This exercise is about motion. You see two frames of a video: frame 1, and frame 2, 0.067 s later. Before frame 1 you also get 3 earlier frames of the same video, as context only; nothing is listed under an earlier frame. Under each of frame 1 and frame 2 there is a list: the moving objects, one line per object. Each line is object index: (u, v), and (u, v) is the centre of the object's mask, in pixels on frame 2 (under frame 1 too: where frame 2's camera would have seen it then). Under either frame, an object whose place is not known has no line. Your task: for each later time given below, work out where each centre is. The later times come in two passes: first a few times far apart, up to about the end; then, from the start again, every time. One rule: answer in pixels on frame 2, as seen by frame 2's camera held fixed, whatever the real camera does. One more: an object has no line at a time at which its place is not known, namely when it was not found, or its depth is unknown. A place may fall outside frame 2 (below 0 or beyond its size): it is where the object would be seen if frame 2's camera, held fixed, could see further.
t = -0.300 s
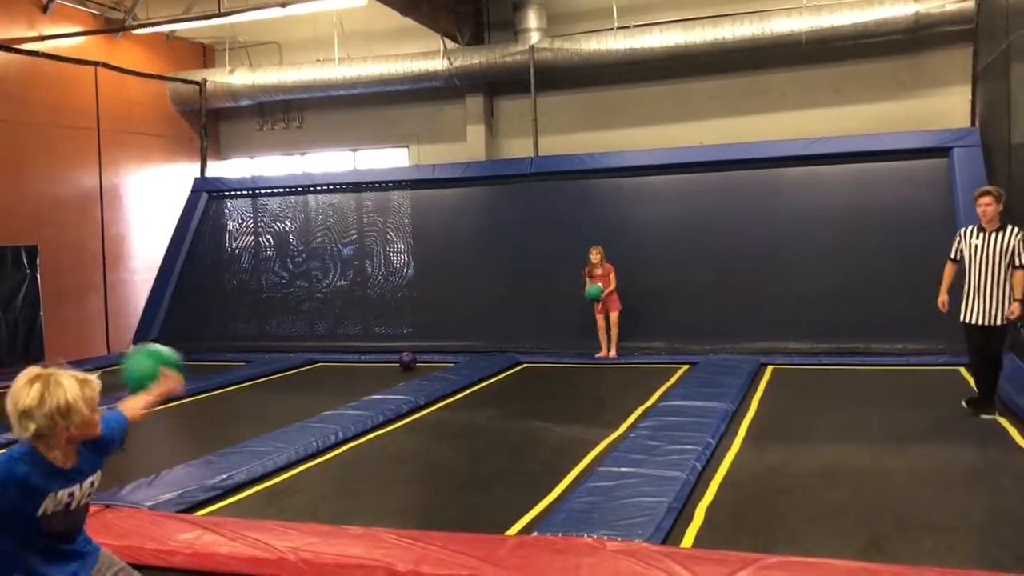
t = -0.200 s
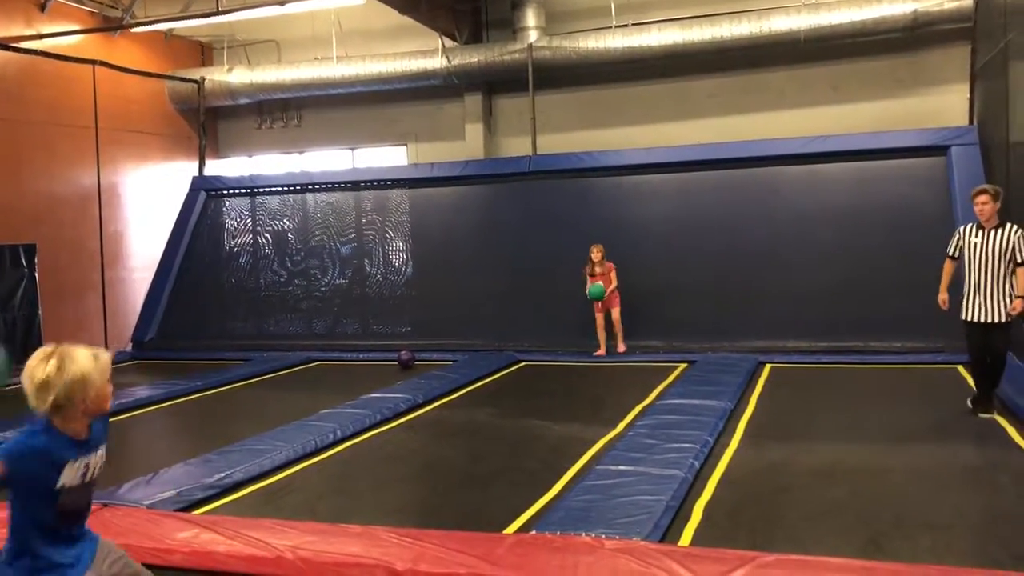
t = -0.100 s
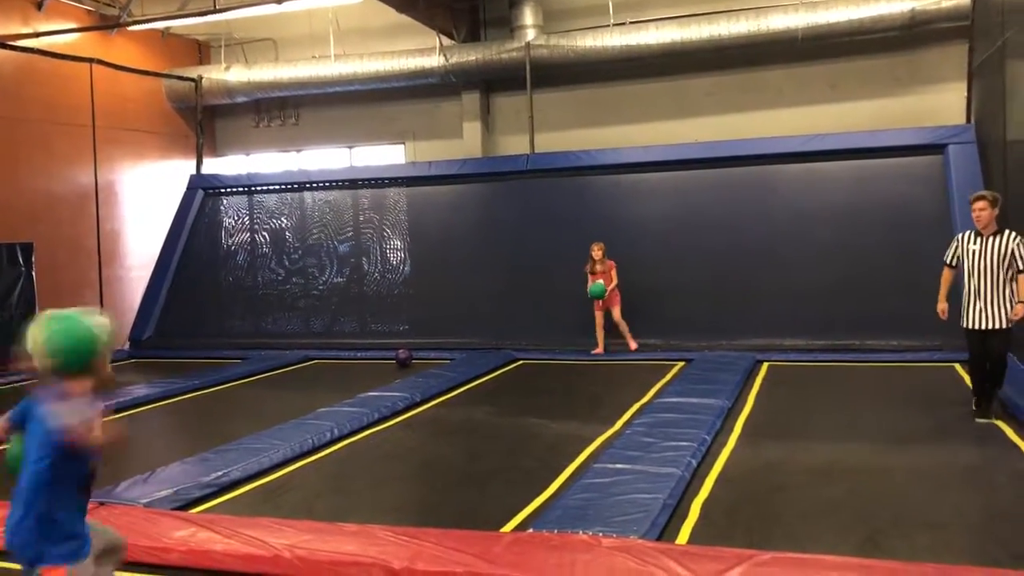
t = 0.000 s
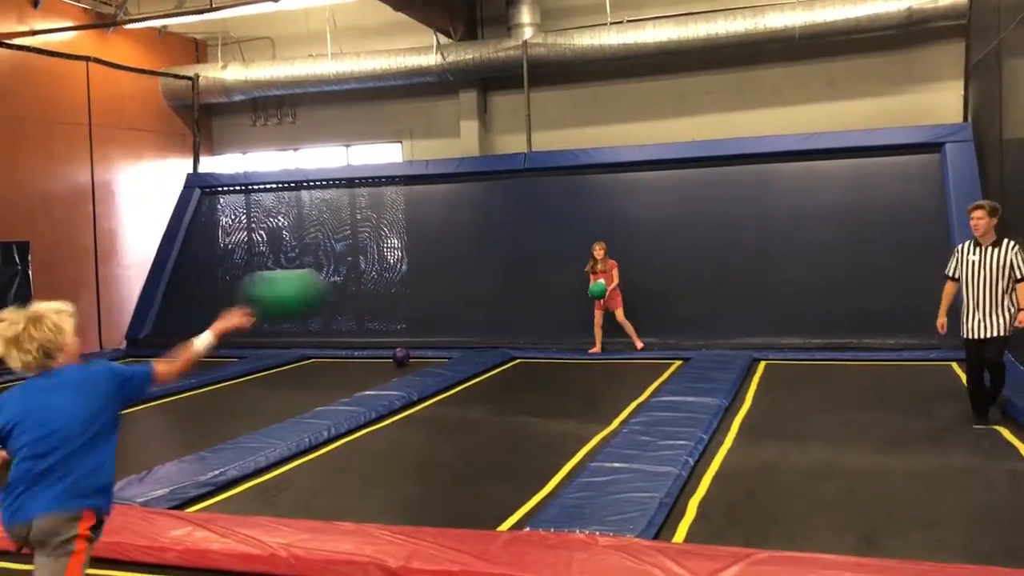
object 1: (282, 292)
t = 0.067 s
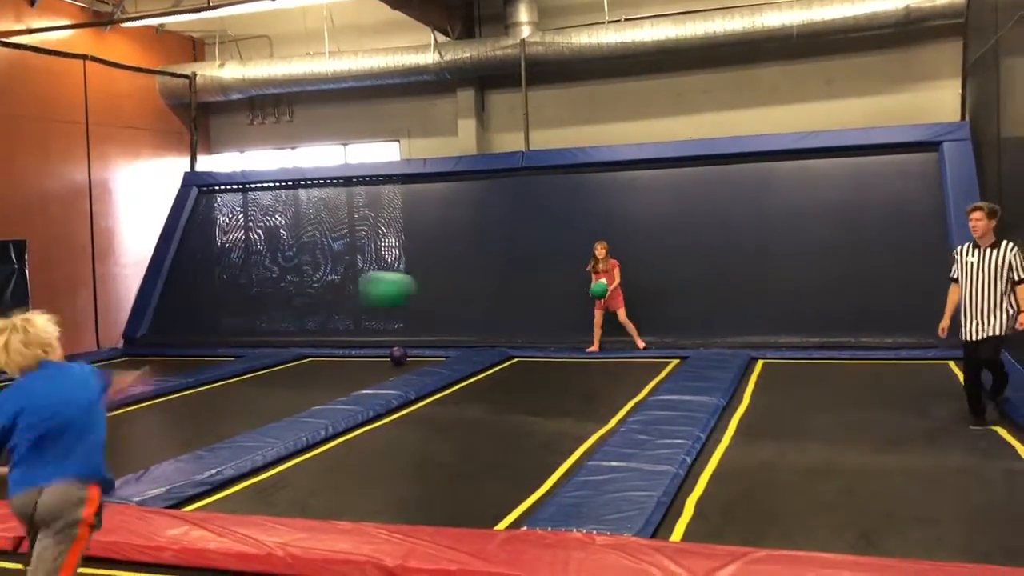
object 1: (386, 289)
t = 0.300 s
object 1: (532, 327)
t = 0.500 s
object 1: (570, 349)
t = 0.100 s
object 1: (421, 291)
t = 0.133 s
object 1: (449, 298)
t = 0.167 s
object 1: (472, 300)
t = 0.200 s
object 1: (491, 306)
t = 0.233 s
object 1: (508, 313)
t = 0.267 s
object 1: (520, 321)
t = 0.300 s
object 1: (532, 327)
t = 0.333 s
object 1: (541, 334)
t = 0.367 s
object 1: (550, 343)
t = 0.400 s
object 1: (557, 351)
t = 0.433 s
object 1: (562, 359)
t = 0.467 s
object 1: (568, 361)
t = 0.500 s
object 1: (570, 349)
